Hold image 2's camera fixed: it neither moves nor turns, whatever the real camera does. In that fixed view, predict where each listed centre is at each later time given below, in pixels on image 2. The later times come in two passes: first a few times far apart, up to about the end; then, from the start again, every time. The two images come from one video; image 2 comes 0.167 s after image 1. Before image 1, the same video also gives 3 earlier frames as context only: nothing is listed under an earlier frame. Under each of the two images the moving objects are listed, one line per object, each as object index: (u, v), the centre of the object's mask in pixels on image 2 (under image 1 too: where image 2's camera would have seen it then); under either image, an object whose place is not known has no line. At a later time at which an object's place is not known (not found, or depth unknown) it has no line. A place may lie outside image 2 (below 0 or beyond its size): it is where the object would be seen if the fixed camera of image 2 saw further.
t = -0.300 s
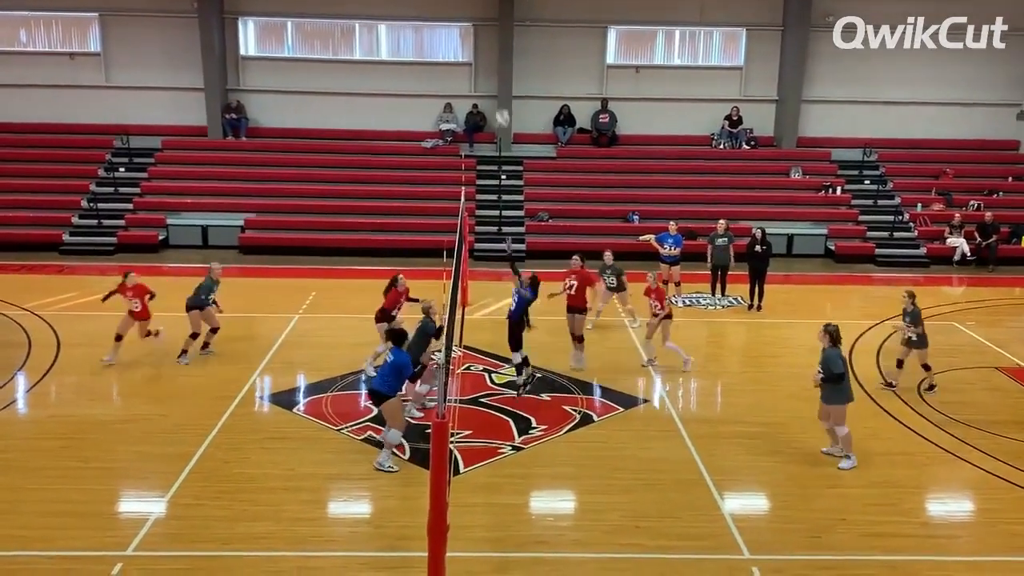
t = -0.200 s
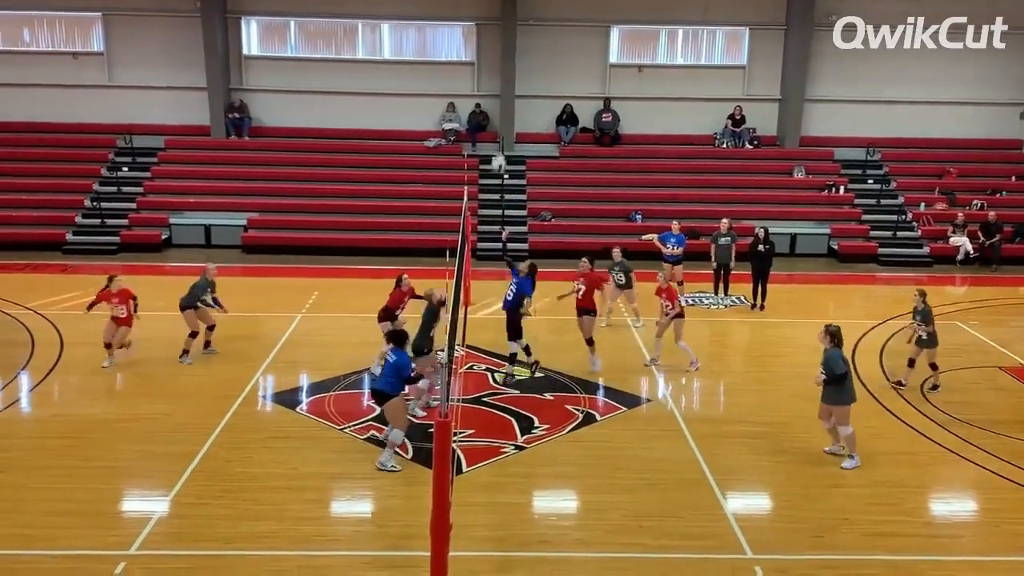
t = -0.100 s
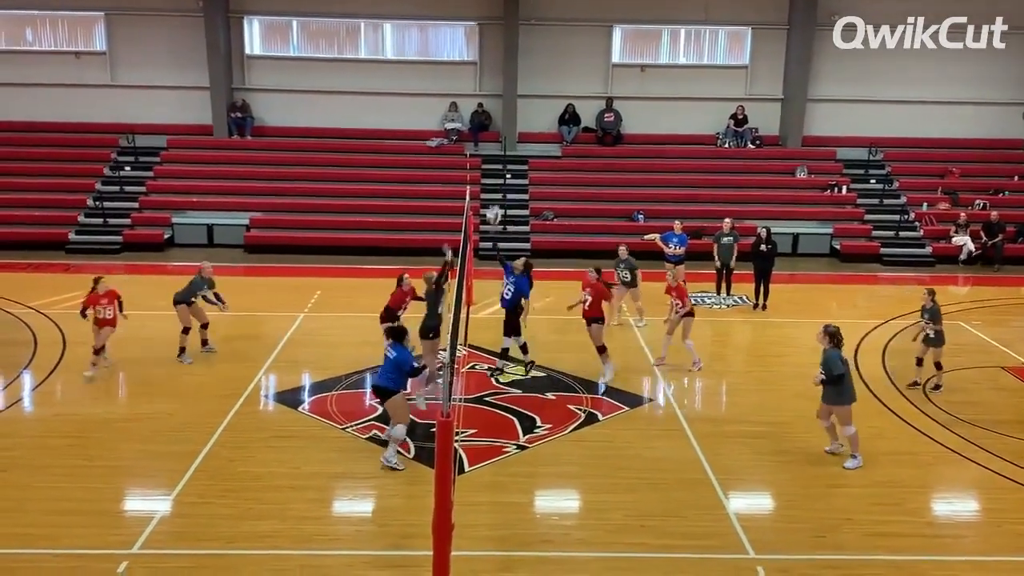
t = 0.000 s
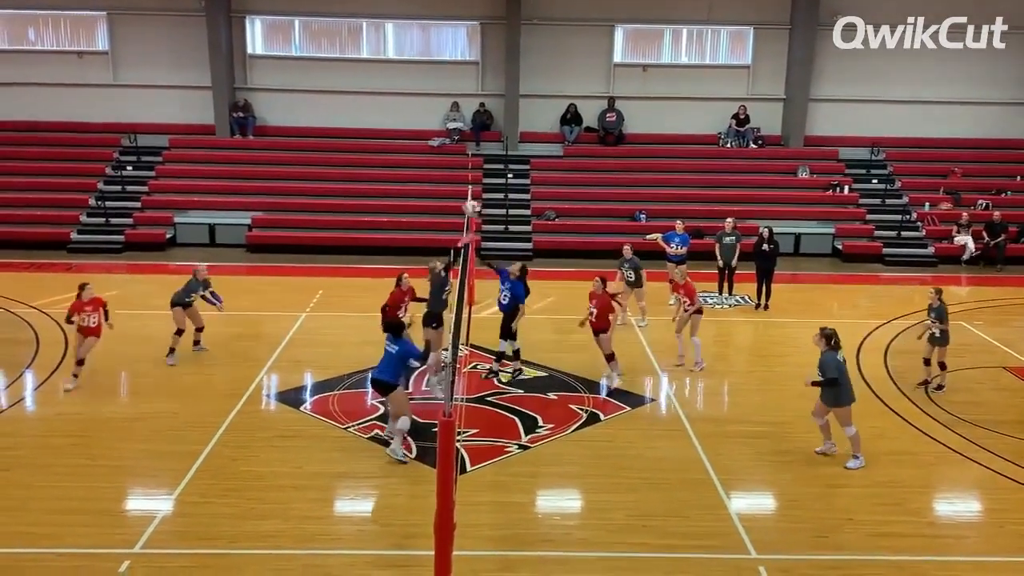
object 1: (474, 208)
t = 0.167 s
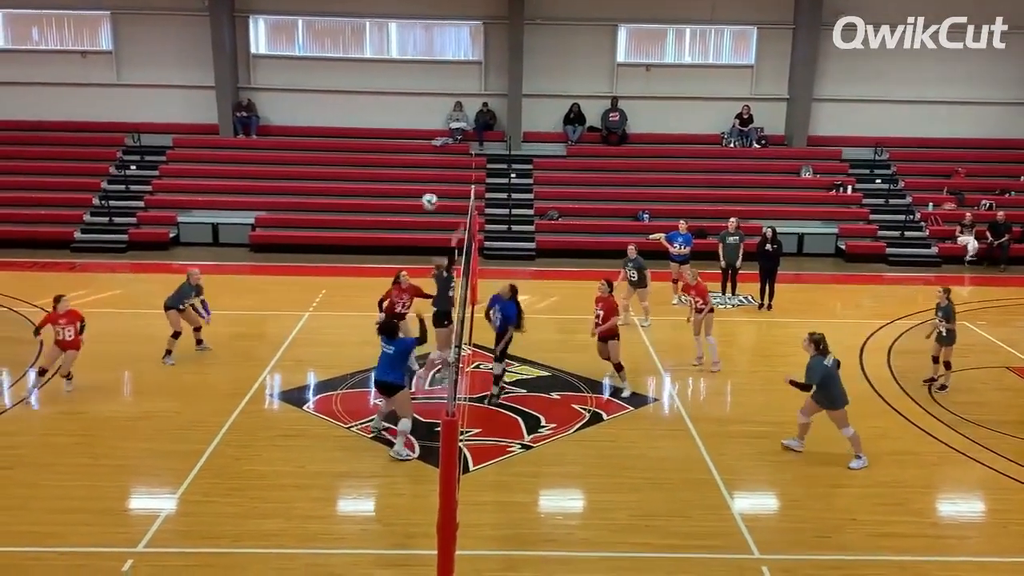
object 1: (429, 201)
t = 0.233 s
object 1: (411, 204)
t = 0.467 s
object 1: (345, 242)
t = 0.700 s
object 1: (275, 318)
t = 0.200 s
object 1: (420, 203)
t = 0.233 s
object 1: (411, 204)
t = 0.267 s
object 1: (402, 207)
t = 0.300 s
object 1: (392, 210)
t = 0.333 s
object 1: (383, 215)
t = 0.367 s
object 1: (374, 221)
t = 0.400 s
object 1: (363, 226)
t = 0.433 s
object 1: (354, 234)
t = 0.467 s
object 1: (345, 242)
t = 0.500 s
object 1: (335, 249)
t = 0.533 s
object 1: (326, 258)
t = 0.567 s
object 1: (316, 269)
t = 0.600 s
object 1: (304, 280)
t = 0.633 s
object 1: (295, 292)
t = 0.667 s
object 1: (286, 304)
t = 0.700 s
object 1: (275, 318)
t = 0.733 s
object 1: (265, 334)
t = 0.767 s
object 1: (255, 350)
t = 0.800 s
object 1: (244, 366)
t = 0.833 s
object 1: (233, 382)
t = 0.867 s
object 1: (223, 401)
